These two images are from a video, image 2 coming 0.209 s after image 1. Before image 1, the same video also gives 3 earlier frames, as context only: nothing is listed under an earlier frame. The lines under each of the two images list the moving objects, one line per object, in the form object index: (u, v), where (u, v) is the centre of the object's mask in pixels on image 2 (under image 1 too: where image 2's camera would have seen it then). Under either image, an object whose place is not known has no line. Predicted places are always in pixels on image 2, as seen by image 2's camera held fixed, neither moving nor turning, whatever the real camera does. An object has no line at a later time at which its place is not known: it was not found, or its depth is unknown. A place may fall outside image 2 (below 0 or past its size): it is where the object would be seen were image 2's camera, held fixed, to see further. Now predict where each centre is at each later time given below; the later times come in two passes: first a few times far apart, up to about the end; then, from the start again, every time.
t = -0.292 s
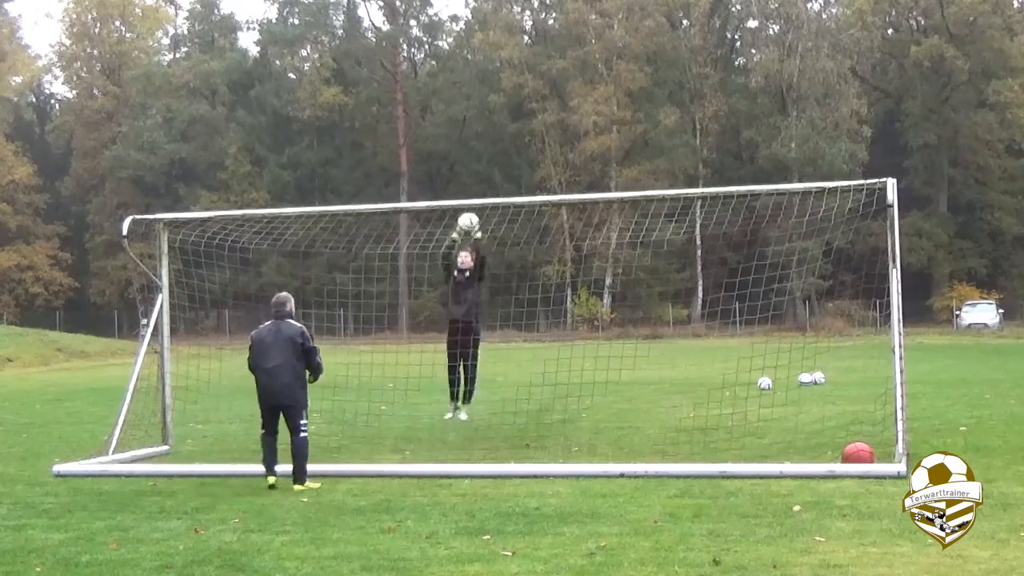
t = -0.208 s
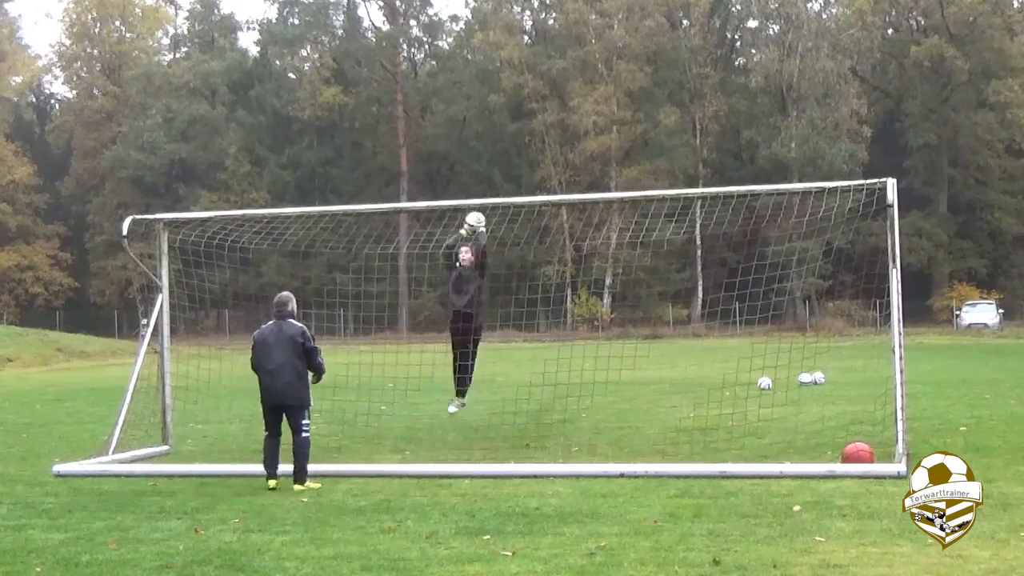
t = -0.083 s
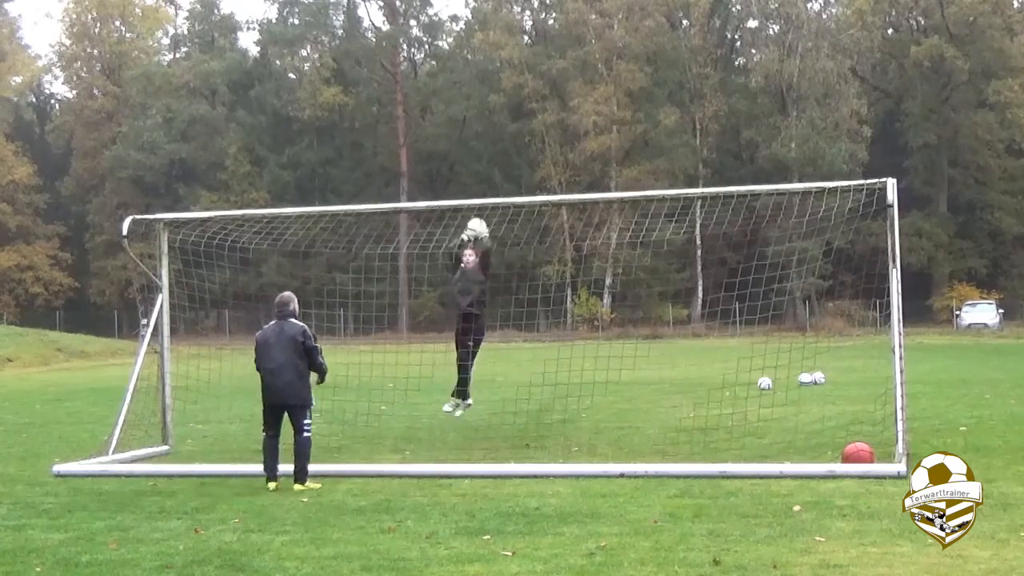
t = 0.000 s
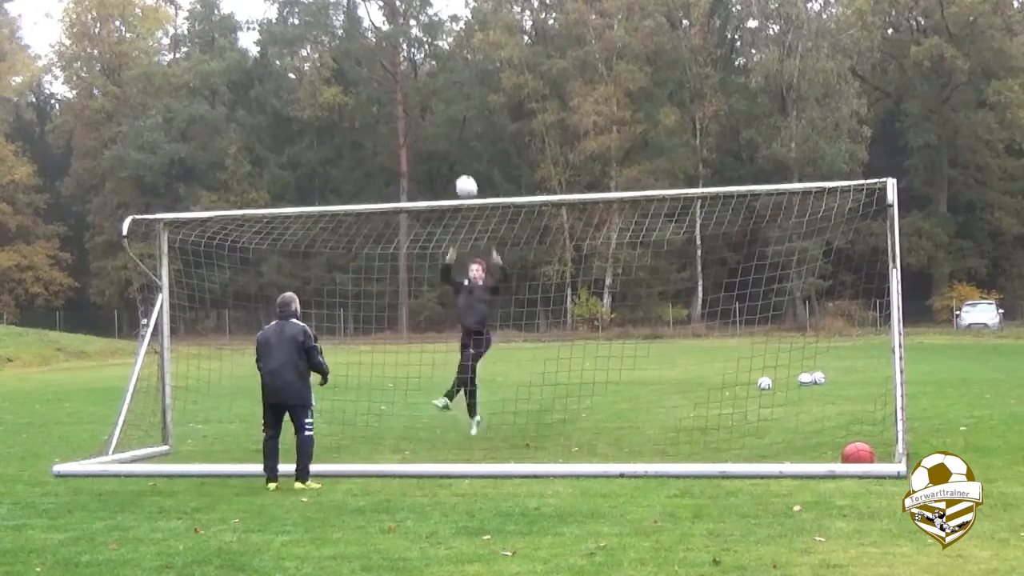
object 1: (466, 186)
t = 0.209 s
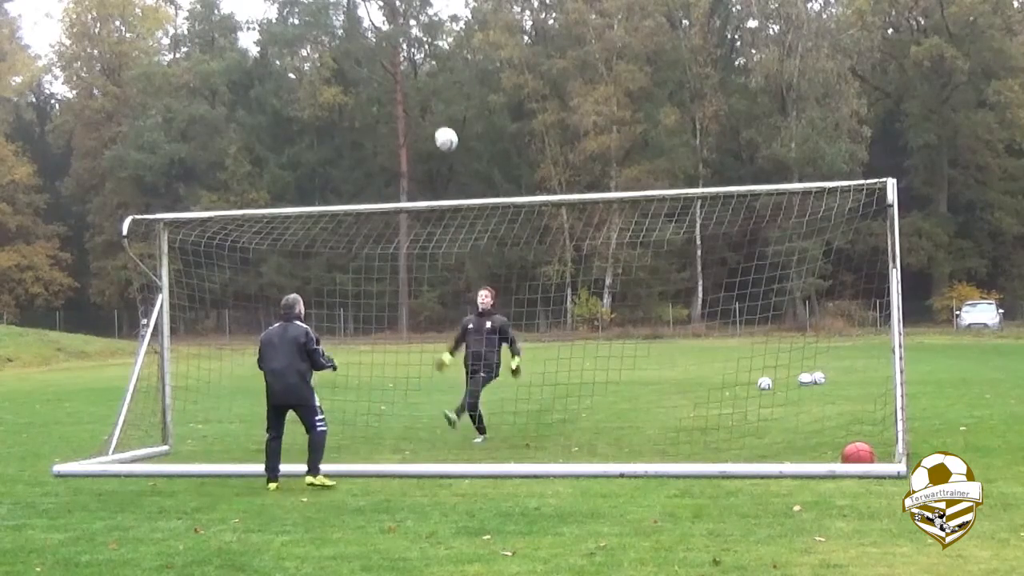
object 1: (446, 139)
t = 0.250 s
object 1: (442, 134)
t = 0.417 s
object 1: (425, 125)
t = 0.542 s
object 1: (411, 136)
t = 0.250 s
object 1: (442, 134)
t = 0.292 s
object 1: (438, 129)
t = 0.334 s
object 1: (433, 126)
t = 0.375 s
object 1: (429, 125)
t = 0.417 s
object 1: (425, 125)
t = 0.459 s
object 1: (420, 127)
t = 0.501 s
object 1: (416, 131)
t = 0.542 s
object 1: (411, 136)
